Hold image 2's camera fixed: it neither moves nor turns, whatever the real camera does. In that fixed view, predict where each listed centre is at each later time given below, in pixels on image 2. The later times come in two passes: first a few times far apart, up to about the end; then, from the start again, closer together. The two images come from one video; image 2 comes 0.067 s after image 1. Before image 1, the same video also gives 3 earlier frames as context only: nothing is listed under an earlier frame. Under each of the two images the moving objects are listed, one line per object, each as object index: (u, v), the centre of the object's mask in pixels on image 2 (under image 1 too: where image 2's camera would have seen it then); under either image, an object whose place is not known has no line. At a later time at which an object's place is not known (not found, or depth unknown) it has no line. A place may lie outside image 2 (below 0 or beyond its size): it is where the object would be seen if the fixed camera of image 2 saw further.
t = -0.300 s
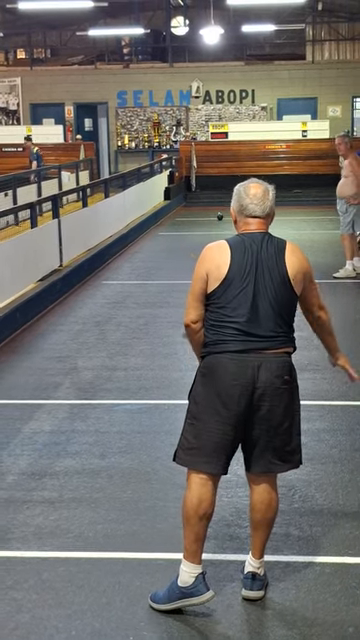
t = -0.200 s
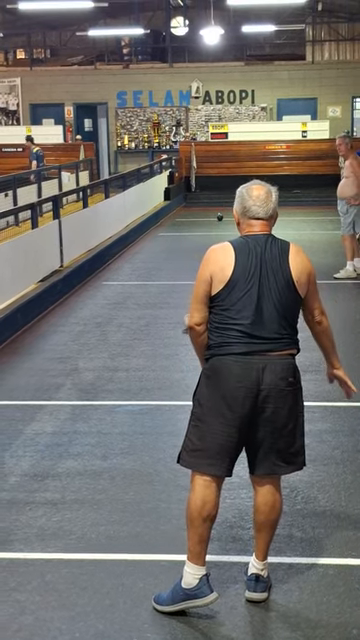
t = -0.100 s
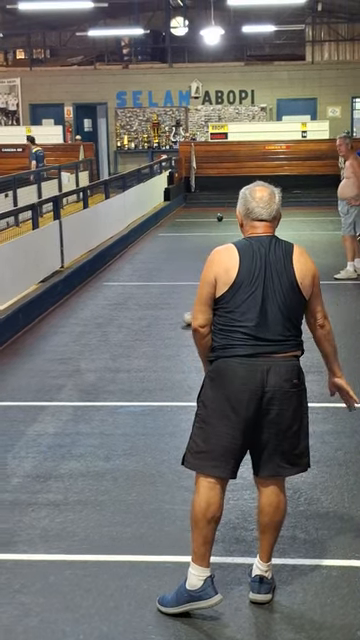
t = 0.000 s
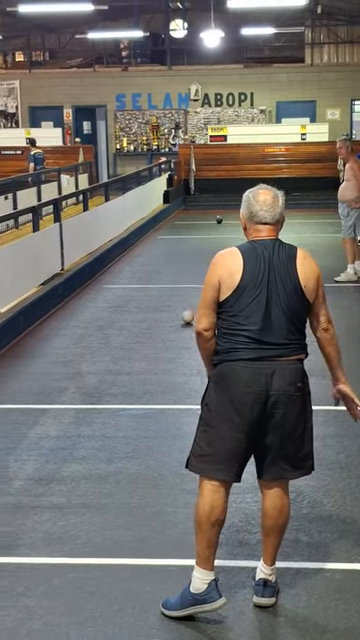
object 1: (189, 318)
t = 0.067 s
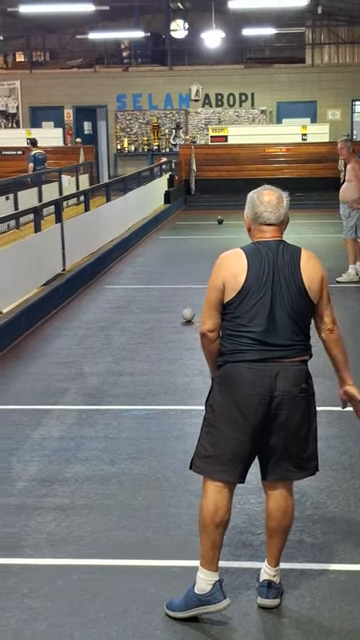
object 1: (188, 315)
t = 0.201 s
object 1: (185, 310)
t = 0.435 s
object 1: (180, 301)
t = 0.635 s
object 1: (177, 295)
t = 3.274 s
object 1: (155, 246)
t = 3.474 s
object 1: (155, 245)
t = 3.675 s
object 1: (155, 242)
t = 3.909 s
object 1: (156, 240)
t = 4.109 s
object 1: (156, 238)
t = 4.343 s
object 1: (156, 237)
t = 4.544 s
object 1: (156, 235)
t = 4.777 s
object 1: (156, 233)
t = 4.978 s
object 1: (157, 231)
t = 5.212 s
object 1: (159, 230)
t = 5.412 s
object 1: (161, 229)
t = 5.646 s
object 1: (165, 227)
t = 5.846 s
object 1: (167, 226)
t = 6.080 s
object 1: (172, 225)
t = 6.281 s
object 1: (175, 224)
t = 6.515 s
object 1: (180, 223)
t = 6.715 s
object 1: (182, 223)
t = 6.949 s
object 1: (186, 222)
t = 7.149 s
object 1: (188, 221)
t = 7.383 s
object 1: (192, 220)
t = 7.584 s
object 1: (194, 220)
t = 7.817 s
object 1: (197, 219)
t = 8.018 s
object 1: (199, 218)
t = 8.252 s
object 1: (202, 217)
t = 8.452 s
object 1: (205, 217)
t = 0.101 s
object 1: (187, 314)
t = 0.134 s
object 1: (187, 312)
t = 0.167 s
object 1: (186, 311)
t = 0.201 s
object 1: (185, 310)
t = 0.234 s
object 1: (184, 308)
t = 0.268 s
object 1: (183, 306)
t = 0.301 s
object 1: (183, 305)
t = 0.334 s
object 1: (182, 304)
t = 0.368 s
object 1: (181, 303)
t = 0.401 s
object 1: (180, 303)
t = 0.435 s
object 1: (180, 301)
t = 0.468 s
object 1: (180, 300)
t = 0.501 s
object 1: (179, 299)
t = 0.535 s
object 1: (179, 299)
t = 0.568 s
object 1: (178, 297)
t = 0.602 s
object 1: (178, 296)
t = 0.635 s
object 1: (177, 295)
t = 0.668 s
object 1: (177, 294)
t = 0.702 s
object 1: (176, 293)
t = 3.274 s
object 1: (155, 246)
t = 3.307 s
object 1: (155, 246)
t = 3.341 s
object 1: (155, 246)
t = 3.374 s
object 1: (155, 246)
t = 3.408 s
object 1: (155, 246)
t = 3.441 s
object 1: (155, 245)
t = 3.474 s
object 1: (155, 245)
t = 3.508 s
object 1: (155, 244)
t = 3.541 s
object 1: (155, 244)
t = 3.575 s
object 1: (155, 243)
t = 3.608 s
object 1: (155, 243)
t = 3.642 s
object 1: (155, 242)
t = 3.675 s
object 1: (155, 242)
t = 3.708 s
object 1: (156, 242)
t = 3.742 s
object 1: (156, 242)
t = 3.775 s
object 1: (156, 241)
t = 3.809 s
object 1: (156, 241)
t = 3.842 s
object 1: (156, 241)
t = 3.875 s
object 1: (156, 240)
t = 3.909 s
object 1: (156, 240)
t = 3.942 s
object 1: (156, 240)
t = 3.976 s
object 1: (156, 239)
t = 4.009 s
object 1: (156, 239)
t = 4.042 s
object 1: (156, 239)
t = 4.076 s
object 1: (156, 239)
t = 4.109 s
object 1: (156, 238)
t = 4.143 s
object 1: (156, 237)
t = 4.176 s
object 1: (156, 237)
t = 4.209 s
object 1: (156, 237)
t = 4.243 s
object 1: (156, 237)
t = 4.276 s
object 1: (156, 237)
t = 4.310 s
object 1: (156, 237)
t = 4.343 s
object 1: (156, 237)
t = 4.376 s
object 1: (157, 237)
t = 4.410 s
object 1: (156, 236)
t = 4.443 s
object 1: (156, 236)
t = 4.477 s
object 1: (156, 235)
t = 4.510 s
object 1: (156, 235)
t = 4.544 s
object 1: (156, 235)
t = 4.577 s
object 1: (156, 234)
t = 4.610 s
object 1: (156, 234)
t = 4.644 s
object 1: (156, 233)
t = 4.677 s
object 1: (156, 233)
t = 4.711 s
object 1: (156, 233)
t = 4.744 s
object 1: (156, 233)
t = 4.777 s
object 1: (156, 233)
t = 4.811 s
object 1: (156, 233)
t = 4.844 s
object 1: (157, 232)
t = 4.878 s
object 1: (157, 232)
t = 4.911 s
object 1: (157, 232)
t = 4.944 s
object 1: (157, 231)
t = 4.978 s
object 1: (157, 231)
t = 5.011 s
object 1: (158, 231)
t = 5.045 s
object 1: (158, 231)
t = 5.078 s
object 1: (158, 230)
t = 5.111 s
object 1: (158, 230)
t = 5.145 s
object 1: (158, 230)
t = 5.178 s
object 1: (159, 230)
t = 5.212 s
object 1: (159, 230)
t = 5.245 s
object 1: (159, 230)
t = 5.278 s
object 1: (160, 230)
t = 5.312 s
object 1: (160, 229)
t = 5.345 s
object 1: (160, 229)
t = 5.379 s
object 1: (161, 229)
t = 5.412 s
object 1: (161, 229)
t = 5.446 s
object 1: (162, 229)
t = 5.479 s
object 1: (162, 228)
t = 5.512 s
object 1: (162, 228)
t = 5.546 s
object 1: (164, 228)
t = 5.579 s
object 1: (164, 228)
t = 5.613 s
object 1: (164, 227)
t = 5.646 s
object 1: (165, 227)
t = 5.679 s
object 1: (165, 227)
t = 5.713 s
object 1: (165, 227)
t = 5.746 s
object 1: (166, 227)
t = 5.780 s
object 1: (166, 227)
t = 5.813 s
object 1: (167, 227)
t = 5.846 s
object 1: (167, 226)
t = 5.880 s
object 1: (169, 226)
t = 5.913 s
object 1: (169, 226)
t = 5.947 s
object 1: (170, 226)
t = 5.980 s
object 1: (170, 226)
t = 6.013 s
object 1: (171, 226)
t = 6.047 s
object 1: (172, 225)
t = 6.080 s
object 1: (172, 225)
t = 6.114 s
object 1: (173, 225)
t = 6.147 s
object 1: (173, 225)
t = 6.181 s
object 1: (174, 225)
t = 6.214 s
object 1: (174, 225)
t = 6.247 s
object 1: (175, 225)
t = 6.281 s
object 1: (175, 224)
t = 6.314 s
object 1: (176, 224)
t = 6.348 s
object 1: (176, 224)
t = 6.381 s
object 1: (177, 224)
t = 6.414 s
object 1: (177, 224)
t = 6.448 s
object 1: (178, 223)
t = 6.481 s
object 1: (179, 224)
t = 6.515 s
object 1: (180, 223)
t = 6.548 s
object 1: (180, 223)
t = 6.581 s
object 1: (180, 223)
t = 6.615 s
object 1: (180, 223)
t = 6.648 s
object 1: (181, 223)
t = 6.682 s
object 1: (181, 223)
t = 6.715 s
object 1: (182, 223)
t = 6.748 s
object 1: (183, 222)
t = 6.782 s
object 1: (183, 222)
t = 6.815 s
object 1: (184, 222)
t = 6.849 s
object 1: (184, 222)
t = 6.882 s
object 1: (185, 222)
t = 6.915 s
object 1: (185, 222)
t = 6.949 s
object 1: (186, 222)
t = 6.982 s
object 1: (186, 222)
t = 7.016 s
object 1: (187, 221)
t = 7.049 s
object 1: (187, 221)
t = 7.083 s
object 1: (188, 221)
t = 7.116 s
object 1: (188, 221)
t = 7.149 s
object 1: (188, 221)
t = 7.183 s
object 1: (189, 221)
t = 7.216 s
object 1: (189, 221)
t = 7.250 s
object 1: (190, 221)
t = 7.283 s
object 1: (190, 221)
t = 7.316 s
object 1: (191, 220)
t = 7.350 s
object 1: (191, 220)
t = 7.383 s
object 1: (192, 220)
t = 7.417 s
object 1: (192, 220)
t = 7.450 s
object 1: (192, 220)
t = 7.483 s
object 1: (193, 220)
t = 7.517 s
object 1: (193, 220)
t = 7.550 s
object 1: (193, 220)
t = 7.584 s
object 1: (194, 220)
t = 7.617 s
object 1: (195, 220)
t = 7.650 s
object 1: (195, 219)
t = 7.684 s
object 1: (196, 219)
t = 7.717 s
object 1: (196, 219)
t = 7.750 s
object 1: (196, 219)
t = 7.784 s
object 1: (196, 219)
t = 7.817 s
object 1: (197, 219)
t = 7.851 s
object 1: (197, 219)
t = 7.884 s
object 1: (198, 219)
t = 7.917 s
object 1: (198, 218)
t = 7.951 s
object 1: (199, 218)
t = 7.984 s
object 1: (199, 218)
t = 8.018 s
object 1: (199, 218)
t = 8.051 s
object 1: (200, 218)
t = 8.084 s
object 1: (200, 218)
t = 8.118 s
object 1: (201, 218)
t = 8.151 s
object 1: (201, 218)
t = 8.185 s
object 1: (202, 218)
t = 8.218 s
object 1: (202, 218)
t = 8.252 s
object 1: (202, 217)
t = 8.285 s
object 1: (202, 217)
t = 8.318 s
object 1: (202, 217)
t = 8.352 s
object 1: (203, 217)
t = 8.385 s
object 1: (204, 217)
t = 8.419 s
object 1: (204, 217)
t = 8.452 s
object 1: (205, 217)
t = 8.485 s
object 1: (205, 217)
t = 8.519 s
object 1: (206, 217)
